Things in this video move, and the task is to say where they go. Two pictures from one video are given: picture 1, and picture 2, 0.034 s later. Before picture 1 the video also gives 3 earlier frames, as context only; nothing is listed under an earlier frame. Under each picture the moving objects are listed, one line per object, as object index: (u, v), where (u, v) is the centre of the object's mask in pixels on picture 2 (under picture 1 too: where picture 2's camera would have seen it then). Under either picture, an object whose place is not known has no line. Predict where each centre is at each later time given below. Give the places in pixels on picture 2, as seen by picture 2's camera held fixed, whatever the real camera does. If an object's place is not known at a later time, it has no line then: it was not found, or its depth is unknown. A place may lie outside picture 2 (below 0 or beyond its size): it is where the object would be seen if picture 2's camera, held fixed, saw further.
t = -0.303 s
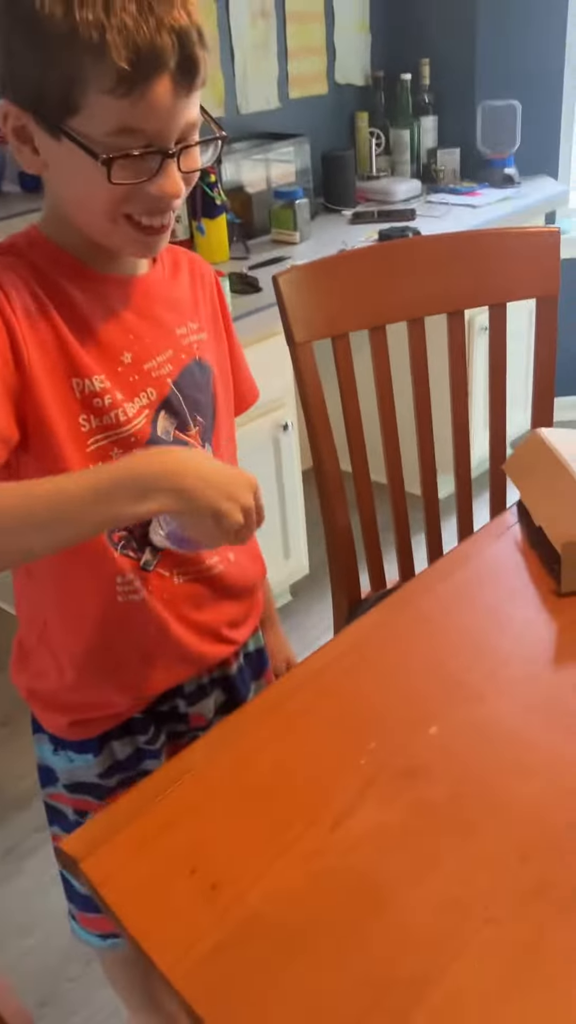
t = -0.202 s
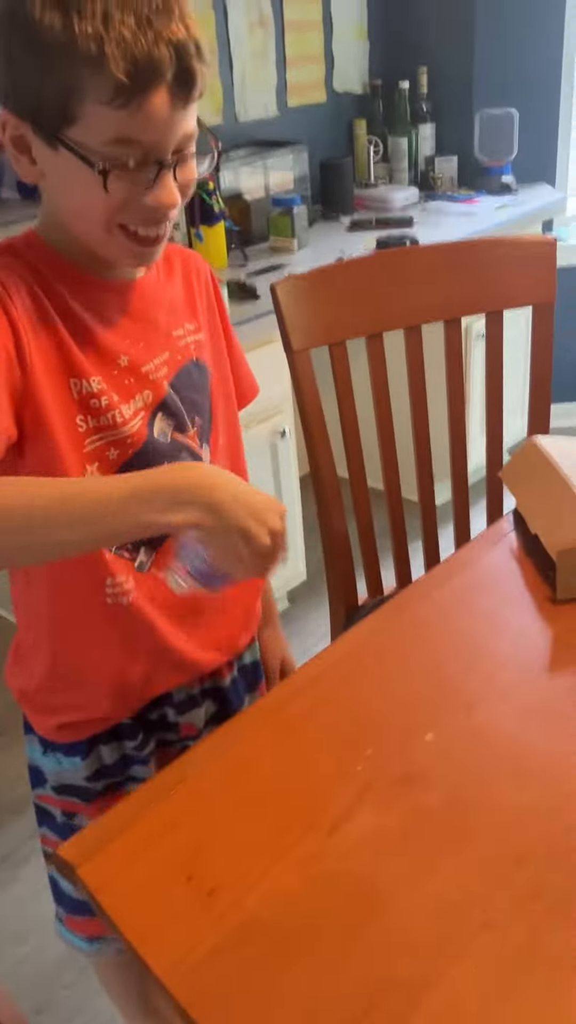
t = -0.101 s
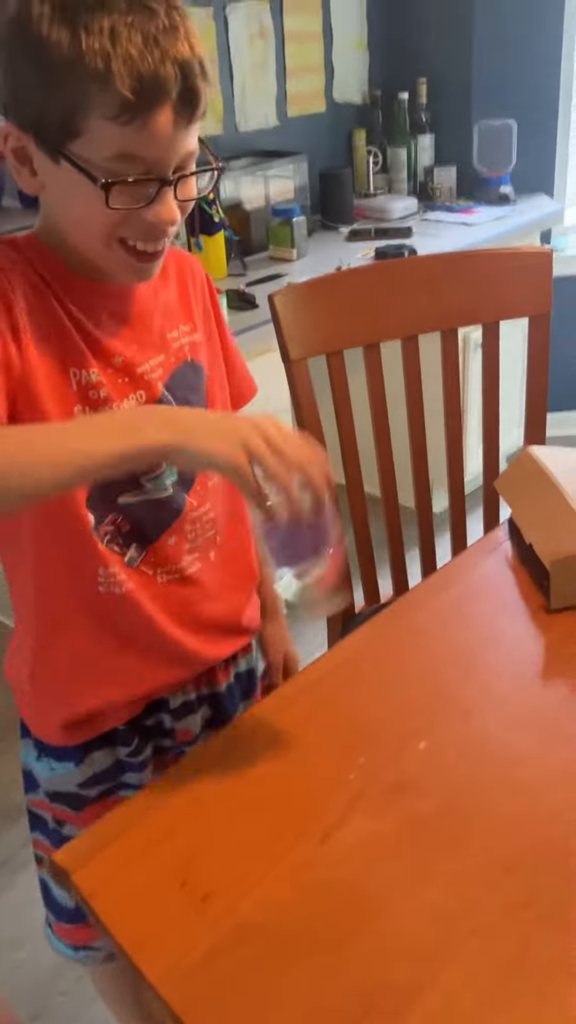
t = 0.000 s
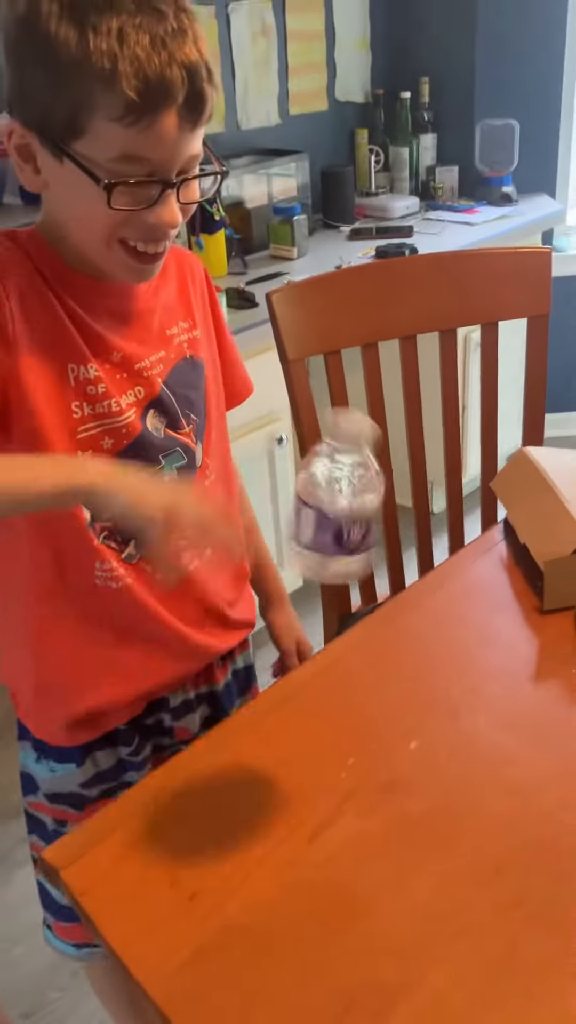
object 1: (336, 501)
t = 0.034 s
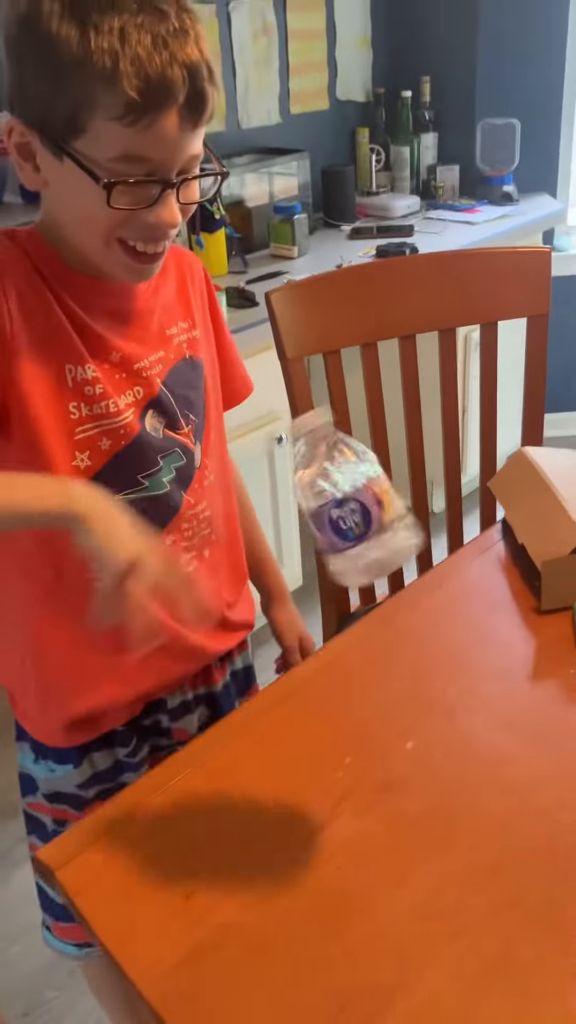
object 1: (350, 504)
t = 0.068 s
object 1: (366, 515)
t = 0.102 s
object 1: (381, 537)
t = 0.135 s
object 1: (391, 572)
